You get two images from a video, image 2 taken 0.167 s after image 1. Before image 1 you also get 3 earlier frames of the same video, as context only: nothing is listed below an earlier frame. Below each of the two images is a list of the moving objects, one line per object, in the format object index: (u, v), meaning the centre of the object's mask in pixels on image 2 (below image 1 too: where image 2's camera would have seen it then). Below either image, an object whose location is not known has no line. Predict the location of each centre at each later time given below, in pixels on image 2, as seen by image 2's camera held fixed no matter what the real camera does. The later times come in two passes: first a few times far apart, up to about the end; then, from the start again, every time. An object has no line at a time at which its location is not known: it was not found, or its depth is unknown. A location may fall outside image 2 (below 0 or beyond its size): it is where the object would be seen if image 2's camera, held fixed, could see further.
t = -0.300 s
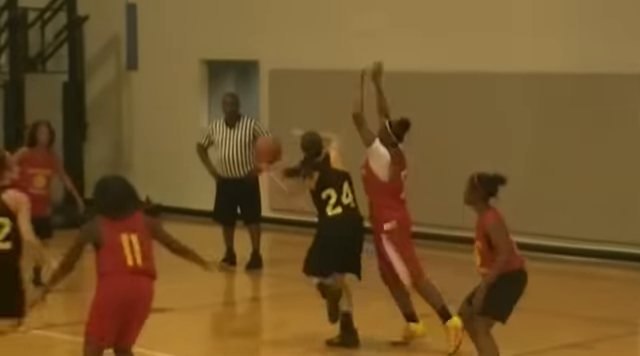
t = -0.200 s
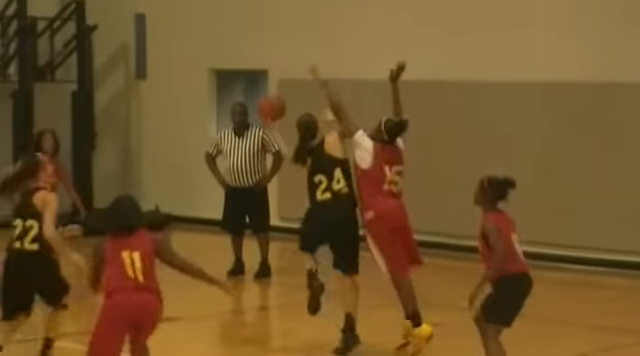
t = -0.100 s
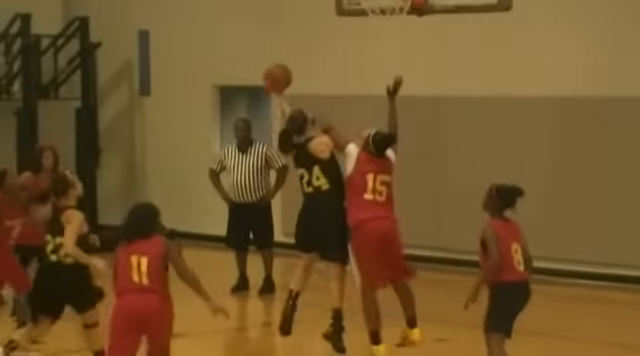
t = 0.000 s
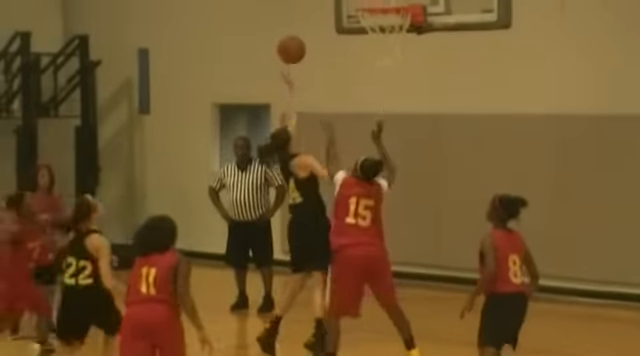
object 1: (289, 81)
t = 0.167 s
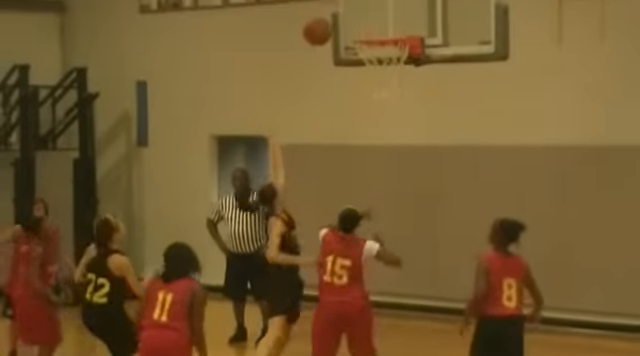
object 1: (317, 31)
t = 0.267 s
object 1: (334, 18)
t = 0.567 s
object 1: (384, 50)
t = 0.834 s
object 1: (399, 110)
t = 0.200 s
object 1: (323, 25)
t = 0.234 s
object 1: (328, 21)
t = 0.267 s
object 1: (334, 18)
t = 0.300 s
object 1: (340, 15)
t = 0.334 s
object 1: (345, 15)
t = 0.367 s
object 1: (349, 16)
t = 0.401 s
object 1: (356, 17)
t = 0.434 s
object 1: (361, 20)
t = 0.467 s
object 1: (367, 25)
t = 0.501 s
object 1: (372, 29)
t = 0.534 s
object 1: (378, 38)
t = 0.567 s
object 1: (384, 50)
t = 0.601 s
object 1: (389, 56)
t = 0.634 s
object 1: (391, 64)
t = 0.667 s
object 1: (395, 71)
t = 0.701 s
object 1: (397, 76)
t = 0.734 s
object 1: (397, 84)
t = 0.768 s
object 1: (398, 91)
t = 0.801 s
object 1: (398, 100)
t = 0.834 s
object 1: (399, 110)
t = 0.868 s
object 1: (400, 121)
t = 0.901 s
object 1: (401, 134)
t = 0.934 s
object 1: (402, 148)
